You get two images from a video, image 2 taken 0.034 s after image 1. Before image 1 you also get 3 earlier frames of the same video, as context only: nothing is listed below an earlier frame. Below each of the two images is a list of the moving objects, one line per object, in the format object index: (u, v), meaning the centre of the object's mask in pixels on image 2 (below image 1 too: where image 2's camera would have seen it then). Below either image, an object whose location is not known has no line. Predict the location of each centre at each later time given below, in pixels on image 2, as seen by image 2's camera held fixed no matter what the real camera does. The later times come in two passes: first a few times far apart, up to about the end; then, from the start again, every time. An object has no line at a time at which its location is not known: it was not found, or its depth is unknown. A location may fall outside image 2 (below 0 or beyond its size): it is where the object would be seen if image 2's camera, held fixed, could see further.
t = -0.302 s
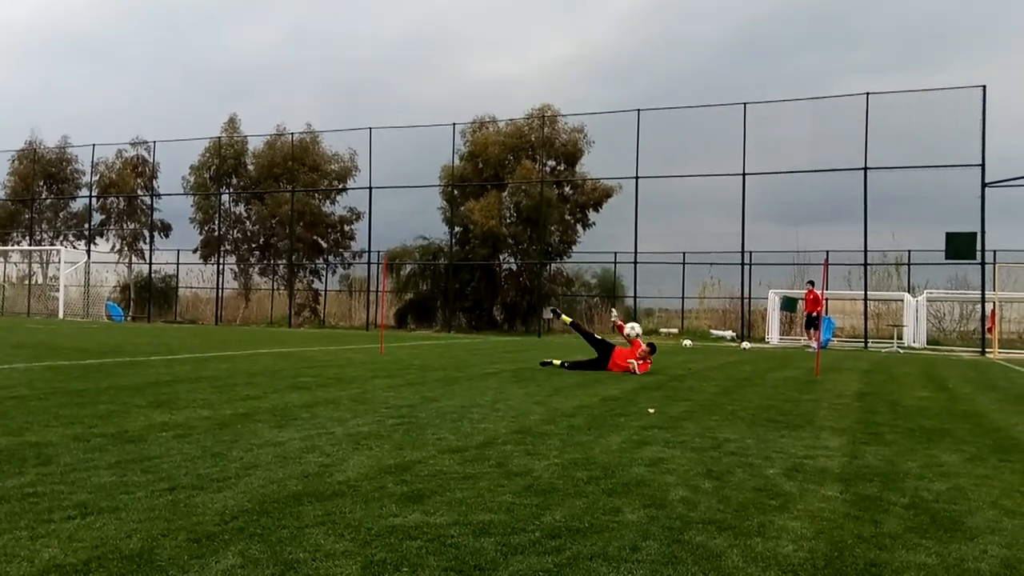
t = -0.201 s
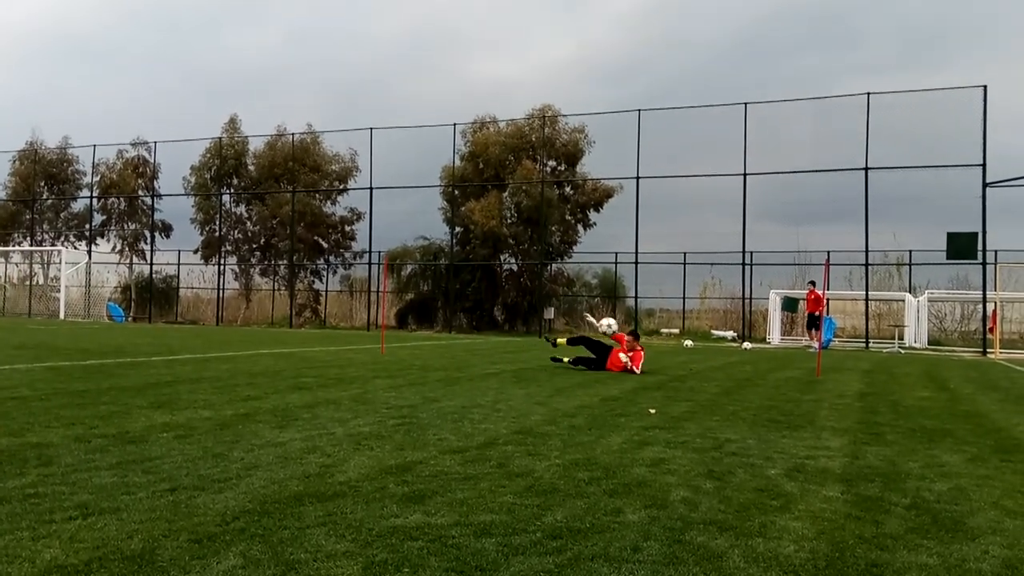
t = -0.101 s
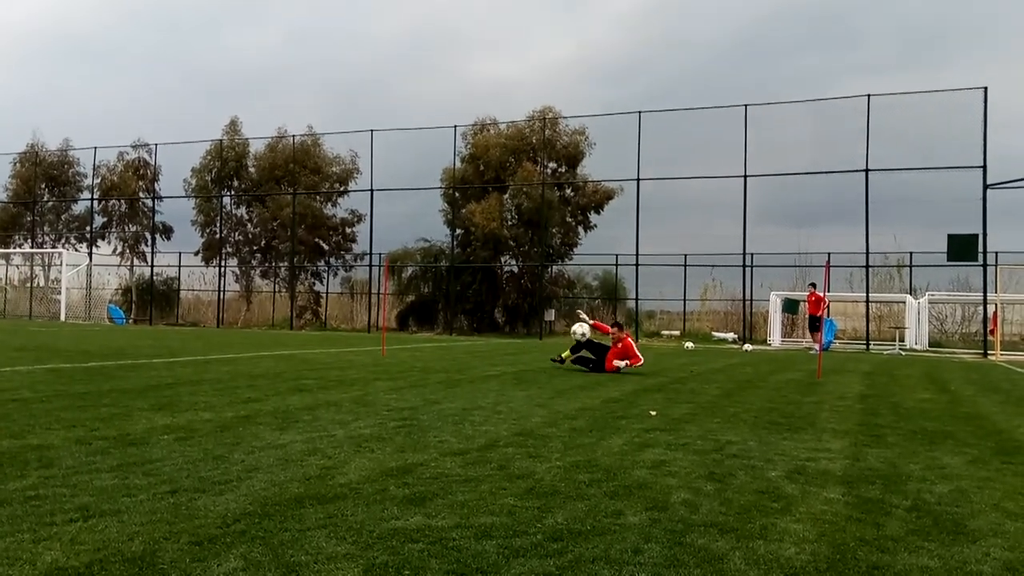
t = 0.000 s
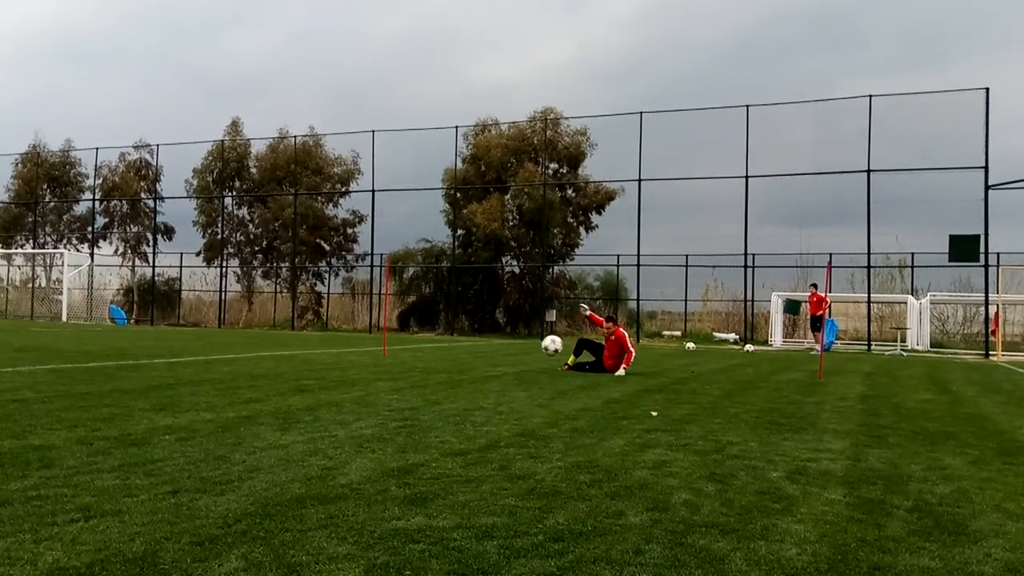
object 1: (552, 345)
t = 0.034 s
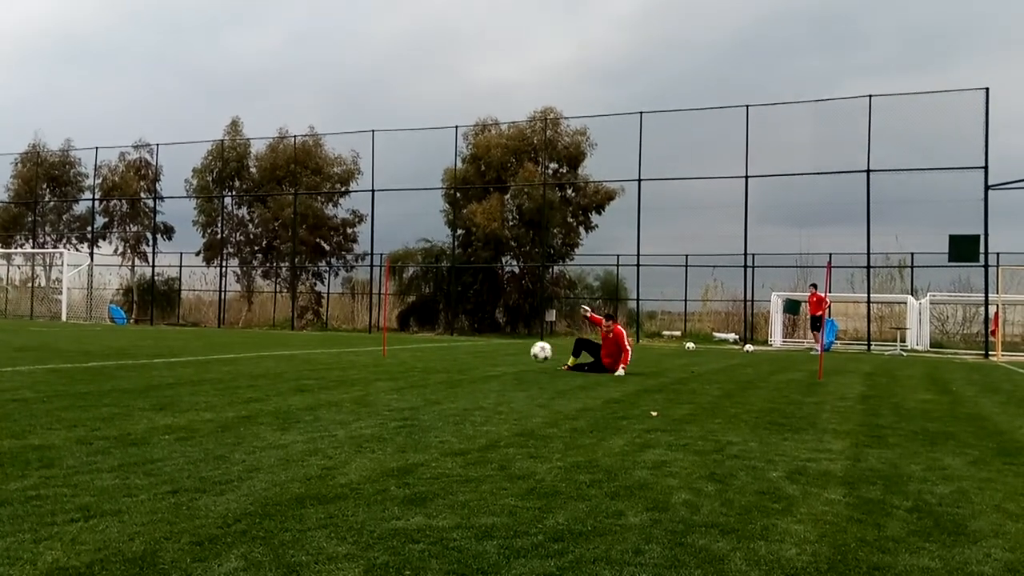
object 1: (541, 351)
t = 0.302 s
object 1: (475, 360)
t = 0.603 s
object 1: (414, 382)
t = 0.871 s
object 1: (350, 385)
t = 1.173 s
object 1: (266, 404)
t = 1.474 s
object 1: (170, 414)
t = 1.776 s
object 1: (63, 427)
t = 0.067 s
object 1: (530, 359)
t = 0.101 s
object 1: (519, 368)
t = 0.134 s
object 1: (507, 380)
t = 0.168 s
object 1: (498, 382)
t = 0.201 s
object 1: (493, 375)
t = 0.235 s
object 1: (487, 369)
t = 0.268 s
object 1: (481, 364)
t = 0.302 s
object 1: (475, 360)
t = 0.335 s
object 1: (469, 358)
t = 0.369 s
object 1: (462, 357)
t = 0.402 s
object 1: (456, 356)
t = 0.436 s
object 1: (449, 358)
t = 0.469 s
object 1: (443, 360)
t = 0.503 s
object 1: (436, 363)
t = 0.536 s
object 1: (428, 368)
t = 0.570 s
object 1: (421, 374)
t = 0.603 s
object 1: (414, 382)
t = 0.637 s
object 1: (406, 392)
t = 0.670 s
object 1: (398, 393)
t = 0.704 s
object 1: (391, 388)
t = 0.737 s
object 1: (383, 385)
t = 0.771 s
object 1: (375, 383)
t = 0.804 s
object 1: (367, 382)
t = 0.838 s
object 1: (358, 383)
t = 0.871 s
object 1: (350, 385)
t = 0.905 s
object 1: (341, 388)
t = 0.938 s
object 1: (332, 394)
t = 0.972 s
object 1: (322, 401)
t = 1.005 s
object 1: (313, 403)
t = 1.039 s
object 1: (304, 401)
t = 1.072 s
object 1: (295, 400)
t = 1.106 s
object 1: (286, 400)
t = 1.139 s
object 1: (276, 402)
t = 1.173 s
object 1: (266, 404)
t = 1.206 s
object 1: (256, 408)
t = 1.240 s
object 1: (246, 408)
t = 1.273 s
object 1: (236, 408)
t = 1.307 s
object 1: (226, 408)
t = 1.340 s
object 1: (215, 410)
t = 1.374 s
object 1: (204, 413)
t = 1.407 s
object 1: (192, 413)
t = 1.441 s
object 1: (182, 413)
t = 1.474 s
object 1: (170, 414)
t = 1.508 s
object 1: (159, 416)
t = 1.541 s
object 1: (147, 419)
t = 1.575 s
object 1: (136, 420)
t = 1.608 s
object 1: (124, 420)
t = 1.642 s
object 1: (112, 420)
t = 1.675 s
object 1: (101, 422)
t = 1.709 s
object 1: (88, 423)
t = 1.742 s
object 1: (75, 425)
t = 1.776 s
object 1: (63, 427)
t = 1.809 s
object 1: (50, 428)
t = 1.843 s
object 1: (37, 429)
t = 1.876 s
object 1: (25, 430)
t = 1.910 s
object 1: (19, 430)
